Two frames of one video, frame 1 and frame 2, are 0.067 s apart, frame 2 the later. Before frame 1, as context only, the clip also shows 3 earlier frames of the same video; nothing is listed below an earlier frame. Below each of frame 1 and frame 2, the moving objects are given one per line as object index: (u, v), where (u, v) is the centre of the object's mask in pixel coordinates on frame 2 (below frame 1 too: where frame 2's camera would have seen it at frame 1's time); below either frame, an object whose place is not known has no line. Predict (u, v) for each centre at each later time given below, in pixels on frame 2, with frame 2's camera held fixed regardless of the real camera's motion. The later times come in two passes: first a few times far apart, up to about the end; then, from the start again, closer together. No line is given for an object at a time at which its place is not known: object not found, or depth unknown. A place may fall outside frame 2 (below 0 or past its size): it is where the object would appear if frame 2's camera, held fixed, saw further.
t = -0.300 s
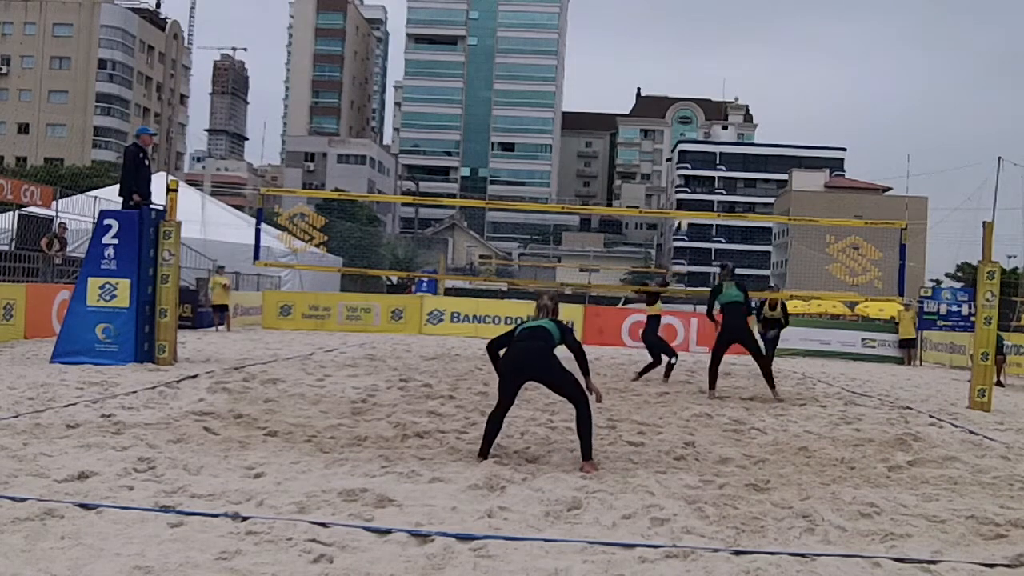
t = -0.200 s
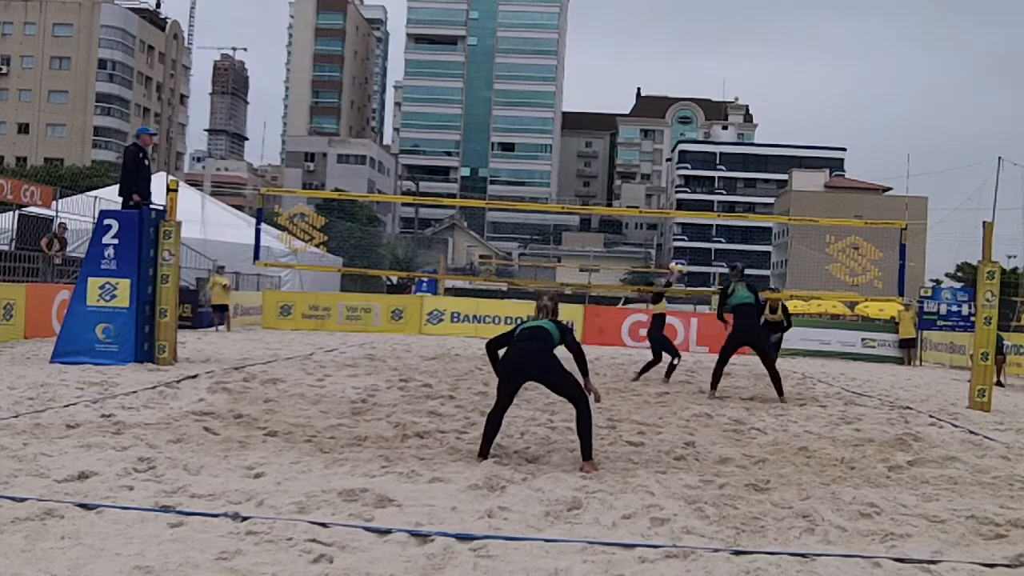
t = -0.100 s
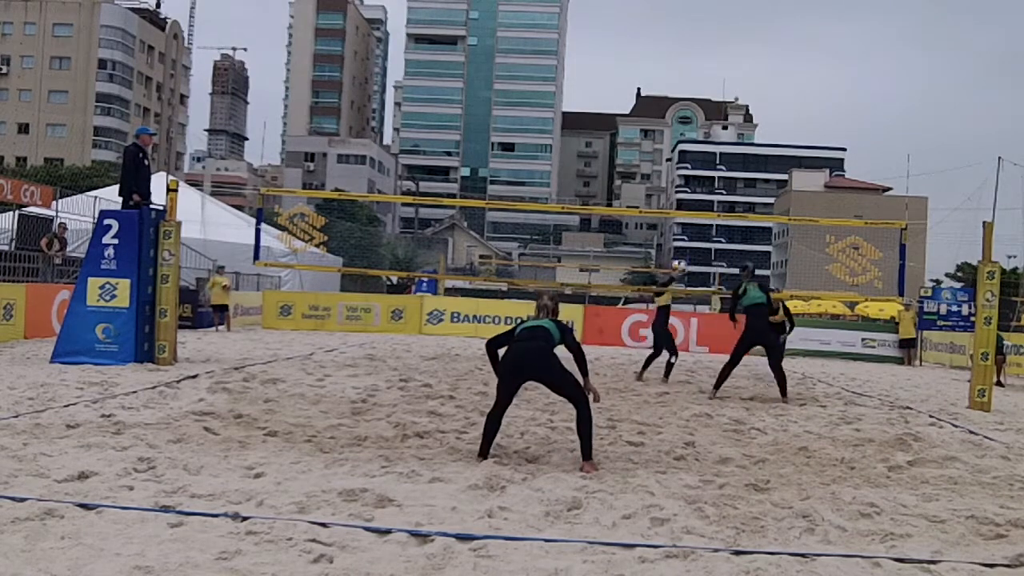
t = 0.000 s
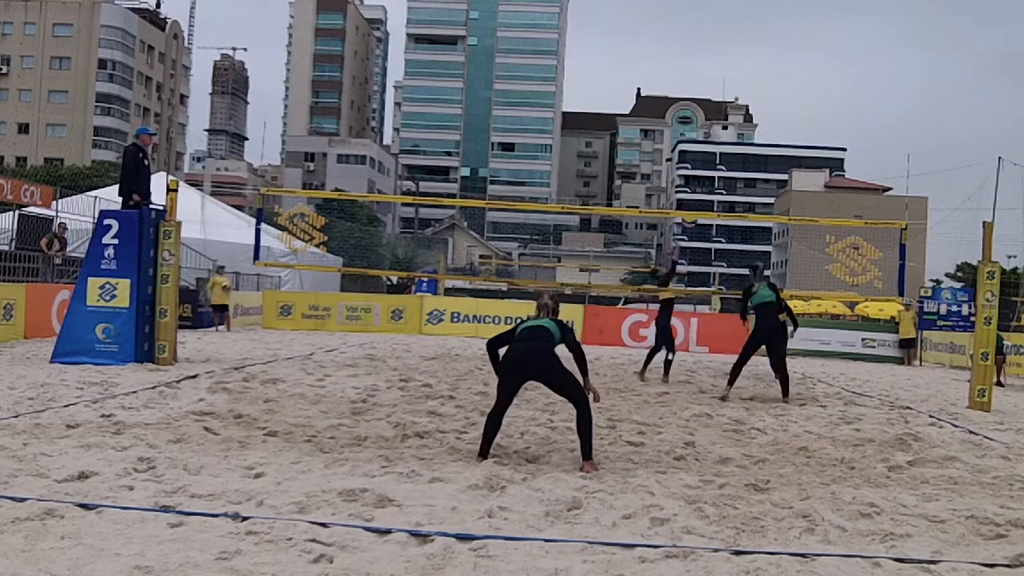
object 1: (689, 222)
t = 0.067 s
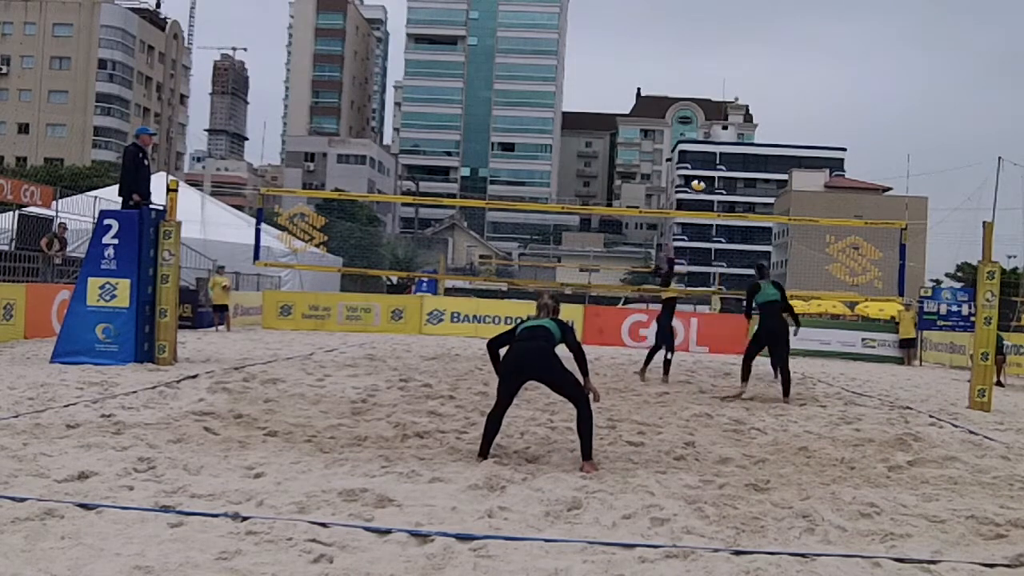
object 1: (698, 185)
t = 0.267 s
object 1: (721, 111)
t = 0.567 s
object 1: (755, 48)
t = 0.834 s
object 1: (784, 46)
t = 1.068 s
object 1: (808, 86)
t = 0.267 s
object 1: (721, 111)
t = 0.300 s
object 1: (726, 101)
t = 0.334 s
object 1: (729, 92)
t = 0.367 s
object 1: (733, 83)
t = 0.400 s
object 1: (737, 75)
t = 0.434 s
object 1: (740, 69)
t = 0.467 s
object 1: (744, 62)
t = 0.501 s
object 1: (748, 57)
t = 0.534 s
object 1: (752, 52)
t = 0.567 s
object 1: (755, 48)
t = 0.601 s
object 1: (759, 45)
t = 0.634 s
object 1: (763, 43)
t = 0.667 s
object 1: (766, 42)
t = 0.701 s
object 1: (770, 41)
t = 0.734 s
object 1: (773, 41)
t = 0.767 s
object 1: (777, 42)
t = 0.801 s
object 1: (780, 44)
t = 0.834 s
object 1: (784, 46)
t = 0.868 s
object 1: (788, 49)
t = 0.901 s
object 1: (791, 53)
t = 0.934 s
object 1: (795, 58)
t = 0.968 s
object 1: (798, 64)
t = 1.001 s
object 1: (801, 71)
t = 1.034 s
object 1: (805, 78)
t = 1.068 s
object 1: (808, 86)
